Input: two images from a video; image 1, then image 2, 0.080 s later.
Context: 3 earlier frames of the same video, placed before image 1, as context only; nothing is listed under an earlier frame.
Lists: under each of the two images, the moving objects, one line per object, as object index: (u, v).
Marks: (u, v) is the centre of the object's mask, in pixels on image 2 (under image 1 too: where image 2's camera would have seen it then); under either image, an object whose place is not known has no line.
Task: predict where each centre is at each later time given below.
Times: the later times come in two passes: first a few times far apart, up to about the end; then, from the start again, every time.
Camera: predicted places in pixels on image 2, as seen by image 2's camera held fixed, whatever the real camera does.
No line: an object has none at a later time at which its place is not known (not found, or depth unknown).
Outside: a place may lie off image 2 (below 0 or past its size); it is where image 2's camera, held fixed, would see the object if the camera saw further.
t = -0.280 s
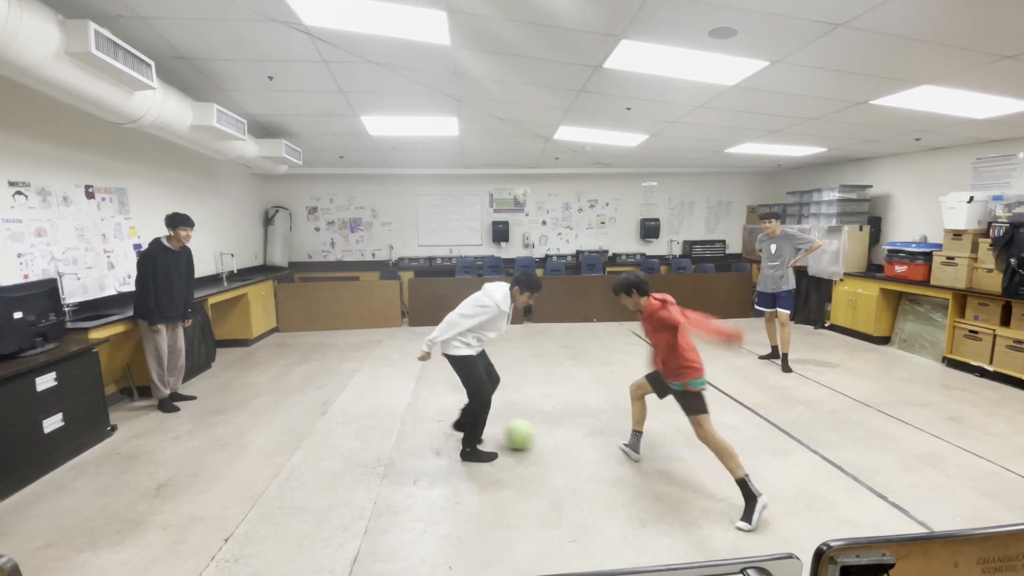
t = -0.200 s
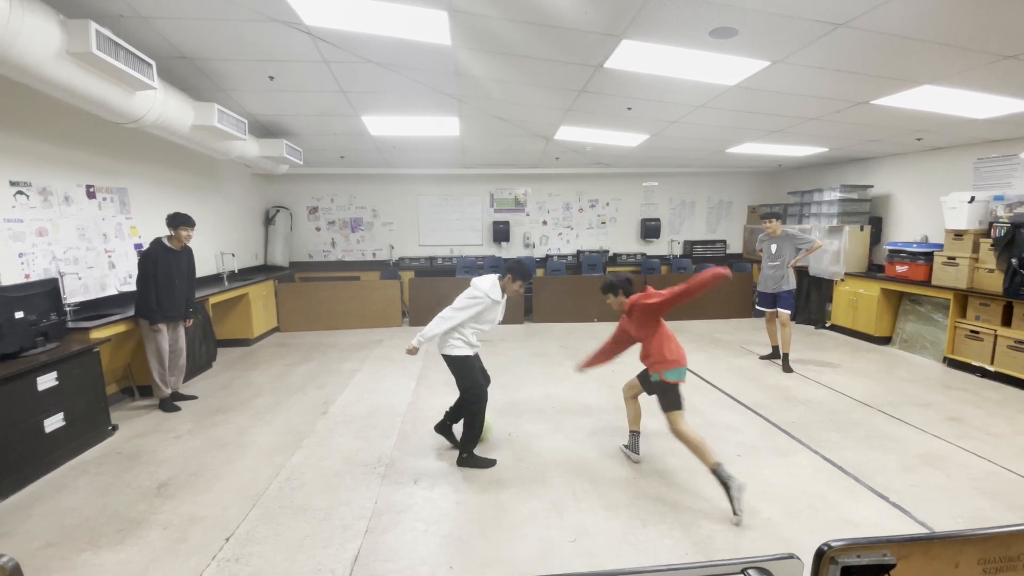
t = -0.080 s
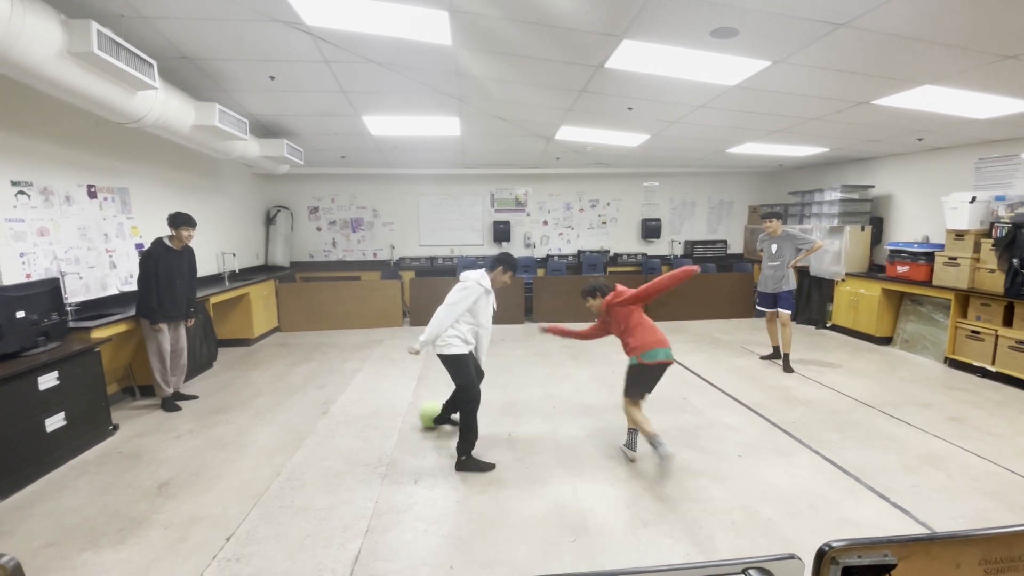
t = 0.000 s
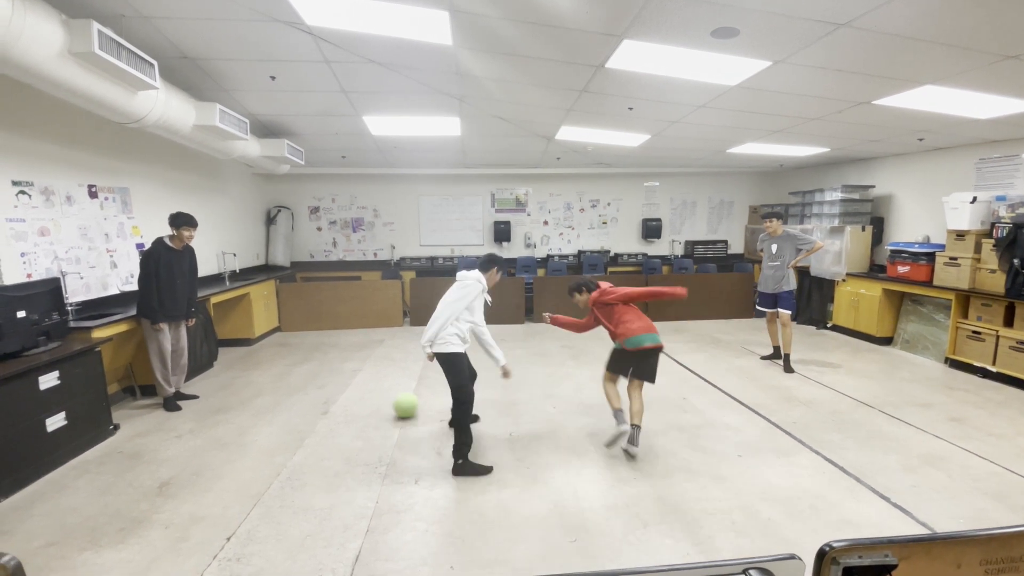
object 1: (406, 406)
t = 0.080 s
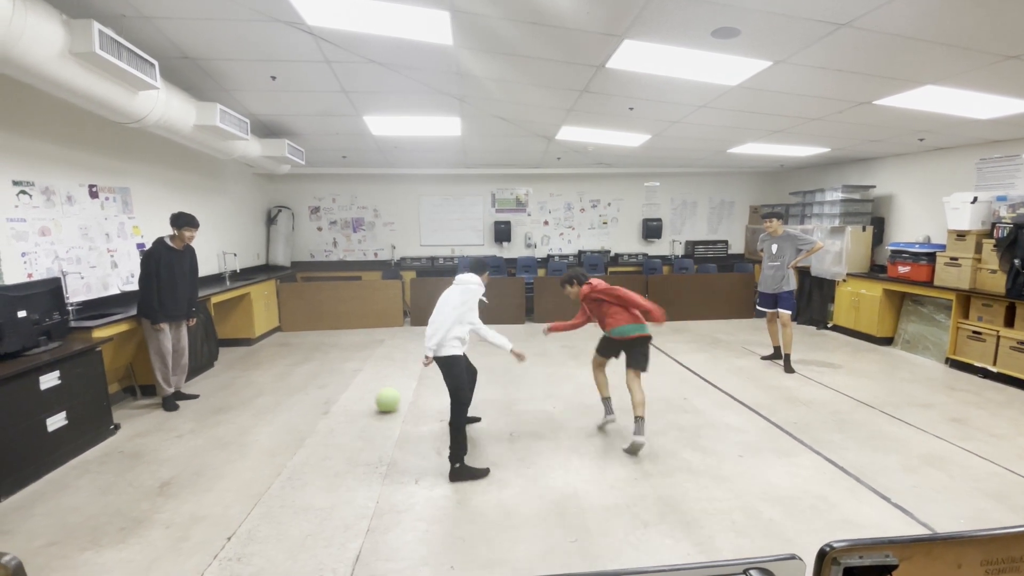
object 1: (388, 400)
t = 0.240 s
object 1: (350, 389)
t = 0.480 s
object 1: (308, 377)
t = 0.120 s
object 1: (375, 397)
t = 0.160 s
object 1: (368, 394)
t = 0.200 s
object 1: (357, 391)
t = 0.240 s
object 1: (350, 389)
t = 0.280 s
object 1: (343, 388)
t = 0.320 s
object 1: (334, 385)
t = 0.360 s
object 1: (328, 383)
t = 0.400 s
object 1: (319, 380)
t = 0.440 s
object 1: (313, 378)
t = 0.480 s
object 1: (308, 377)
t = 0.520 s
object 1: (300, 374)
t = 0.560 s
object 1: (294, 373)
